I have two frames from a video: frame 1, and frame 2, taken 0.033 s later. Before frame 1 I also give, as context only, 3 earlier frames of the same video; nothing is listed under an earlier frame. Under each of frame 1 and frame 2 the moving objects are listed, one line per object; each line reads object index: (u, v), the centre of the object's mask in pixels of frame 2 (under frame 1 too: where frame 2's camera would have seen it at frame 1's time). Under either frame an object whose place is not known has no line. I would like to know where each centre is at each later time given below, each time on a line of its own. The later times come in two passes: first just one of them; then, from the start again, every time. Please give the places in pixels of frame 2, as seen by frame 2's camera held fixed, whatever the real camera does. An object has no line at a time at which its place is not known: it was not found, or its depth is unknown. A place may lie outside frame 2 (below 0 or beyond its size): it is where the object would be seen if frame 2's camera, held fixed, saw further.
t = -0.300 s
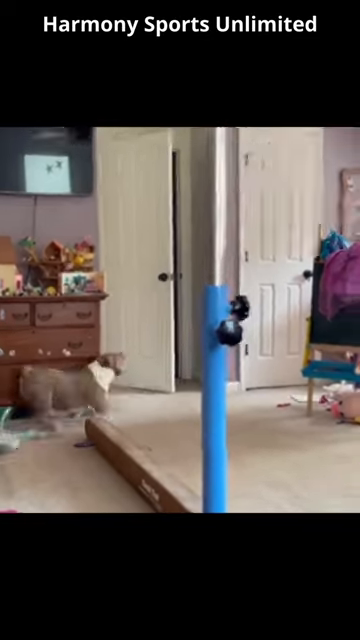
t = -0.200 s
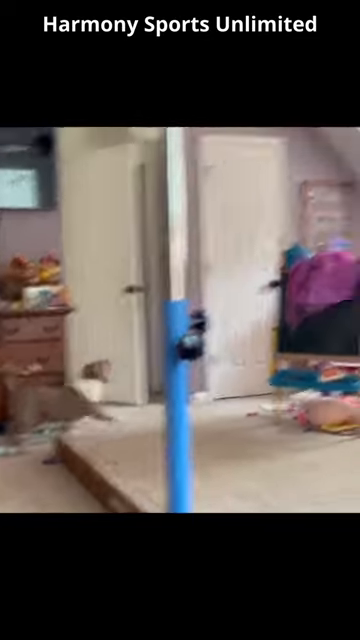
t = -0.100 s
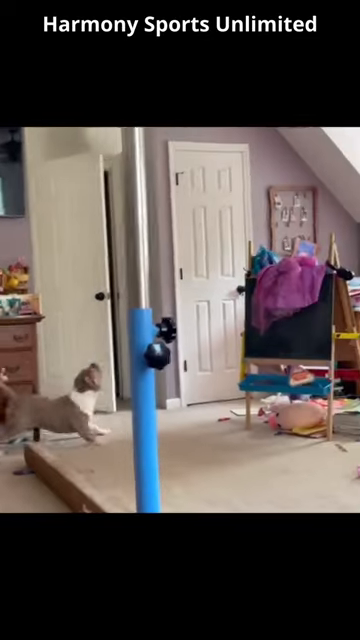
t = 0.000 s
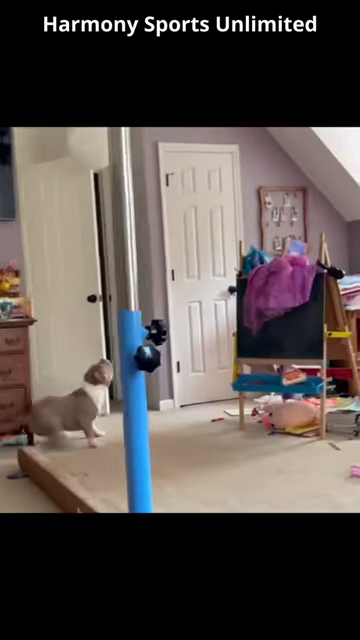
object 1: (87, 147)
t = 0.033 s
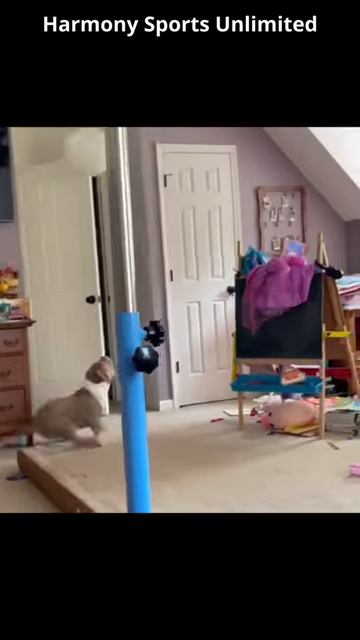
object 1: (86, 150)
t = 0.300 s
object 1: (81, 199)
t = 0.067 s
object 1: (85, 155)
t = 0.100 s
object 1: (85, 160)
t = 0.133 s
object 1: (84, 166)
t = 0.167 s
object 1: (82, 173)
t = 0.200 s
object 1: (81, 180)
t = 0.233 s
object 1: (82, 183)
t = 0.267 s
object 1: (87, 193)
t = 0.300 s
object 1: (81, 199)
